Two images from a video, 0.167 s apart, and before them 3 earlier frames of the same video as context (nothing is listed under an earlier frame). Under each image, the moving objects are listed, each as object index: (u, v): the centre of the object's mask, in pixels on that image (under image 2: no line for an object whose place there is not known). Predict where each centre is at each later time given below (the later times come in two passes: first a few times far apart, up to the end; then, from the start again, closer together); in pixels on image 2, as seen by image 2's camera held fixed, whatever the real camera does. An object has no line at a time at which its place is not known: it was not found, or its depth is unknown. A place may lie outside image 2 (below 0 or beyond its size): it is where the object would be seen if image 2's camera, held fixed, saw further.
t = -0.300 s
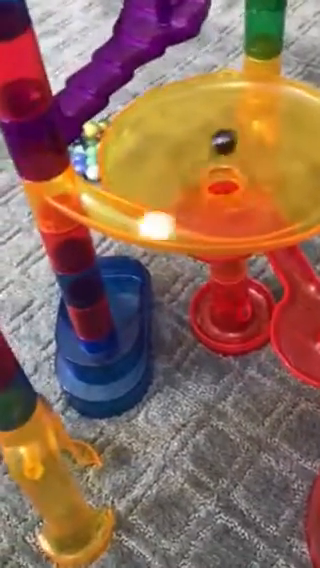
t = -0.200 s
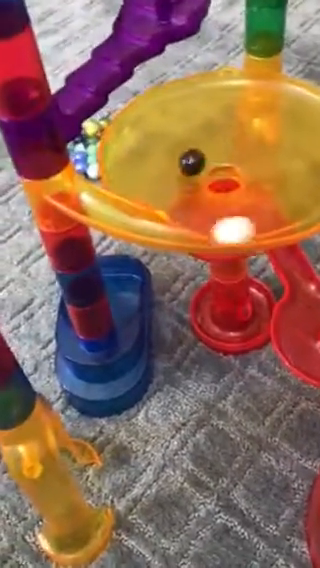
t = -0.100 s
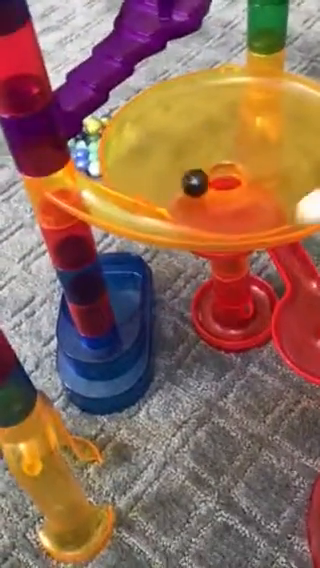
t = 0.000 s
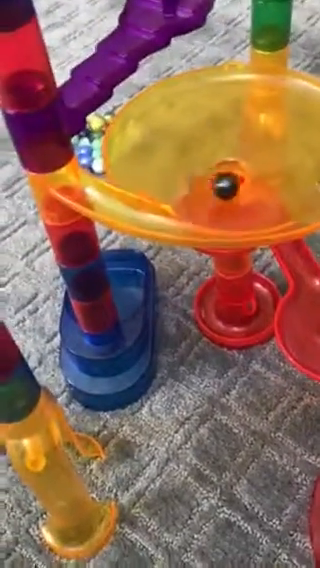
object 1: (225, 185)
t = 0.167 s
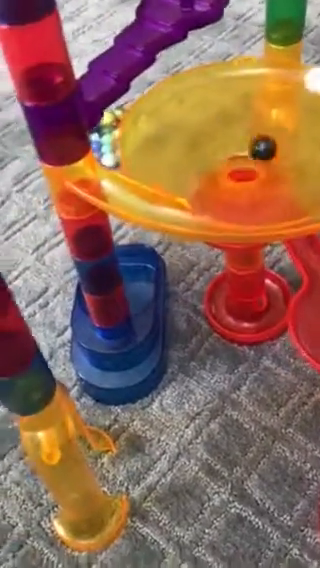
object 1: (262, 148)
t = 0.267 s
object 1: (231, 128)
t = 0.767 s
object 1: (272, 139)
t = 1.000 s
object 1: (202, 162)
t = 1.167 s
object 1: (246, 170)
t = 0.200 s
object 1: (254, 139)
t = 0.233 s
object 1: (242, 132)
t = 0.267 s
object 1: (231, 128)
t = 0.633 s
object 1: (276, 164)
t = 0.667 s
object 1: (282, 157)
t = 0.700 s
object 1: (284, 150)
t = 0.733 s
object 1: (280, 144)
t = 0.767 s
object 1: (272, 139)
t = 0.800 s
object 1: (259, 137)
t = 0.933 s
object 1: (207, 150)
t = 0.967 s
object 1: (202, 156)
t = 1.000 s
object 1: (202, 162)
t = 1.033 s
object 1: (206, 167)
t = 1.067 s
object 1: (212, 171)
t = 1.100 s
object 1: (222, 173)
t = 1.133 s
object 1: (234, 172)
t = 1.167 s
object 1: (246, 170)
